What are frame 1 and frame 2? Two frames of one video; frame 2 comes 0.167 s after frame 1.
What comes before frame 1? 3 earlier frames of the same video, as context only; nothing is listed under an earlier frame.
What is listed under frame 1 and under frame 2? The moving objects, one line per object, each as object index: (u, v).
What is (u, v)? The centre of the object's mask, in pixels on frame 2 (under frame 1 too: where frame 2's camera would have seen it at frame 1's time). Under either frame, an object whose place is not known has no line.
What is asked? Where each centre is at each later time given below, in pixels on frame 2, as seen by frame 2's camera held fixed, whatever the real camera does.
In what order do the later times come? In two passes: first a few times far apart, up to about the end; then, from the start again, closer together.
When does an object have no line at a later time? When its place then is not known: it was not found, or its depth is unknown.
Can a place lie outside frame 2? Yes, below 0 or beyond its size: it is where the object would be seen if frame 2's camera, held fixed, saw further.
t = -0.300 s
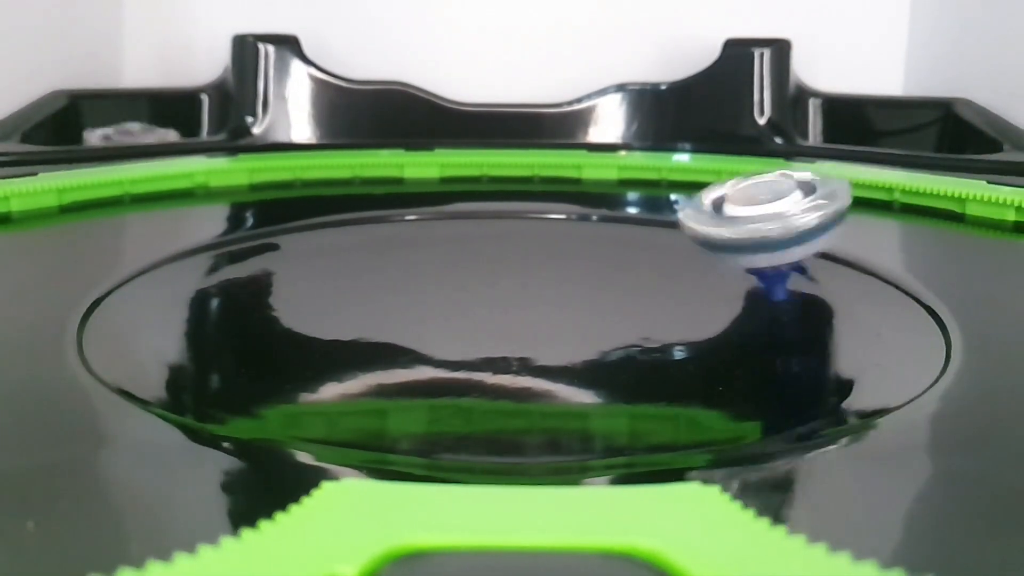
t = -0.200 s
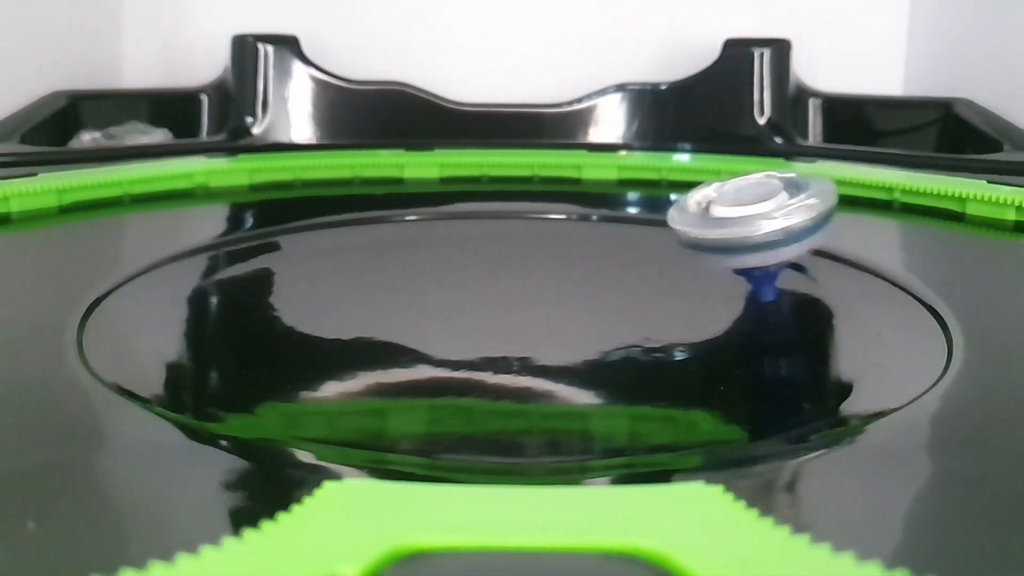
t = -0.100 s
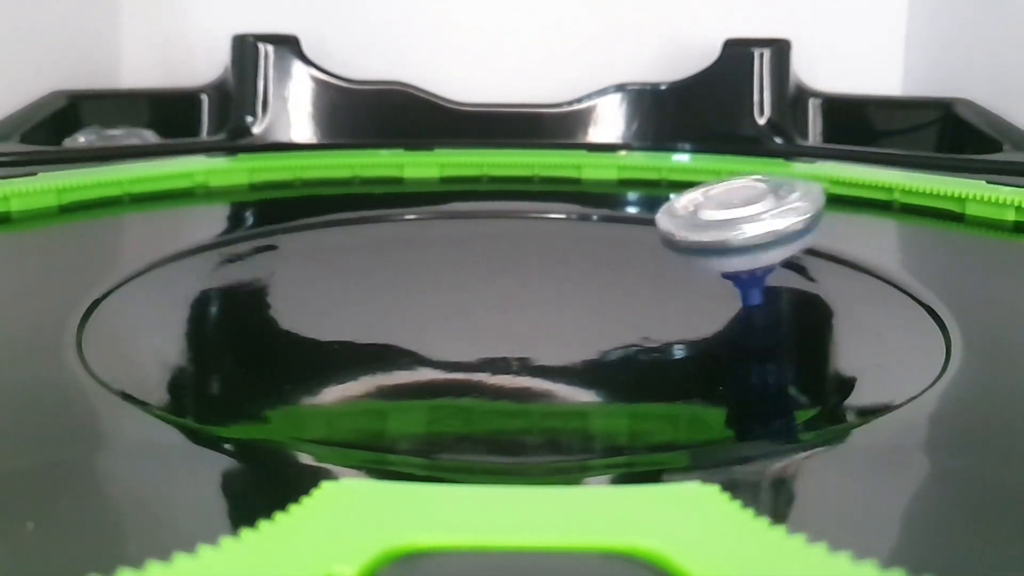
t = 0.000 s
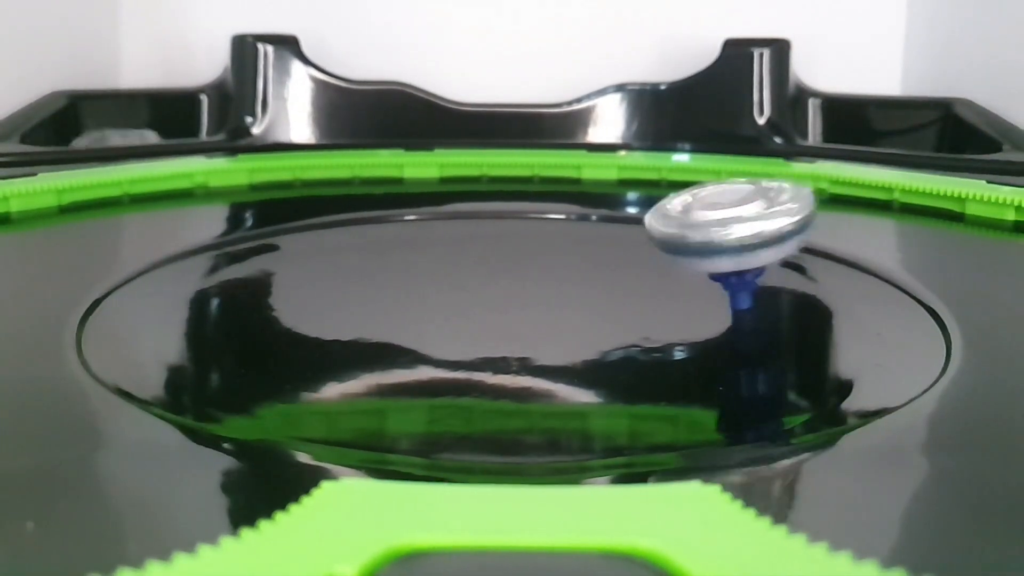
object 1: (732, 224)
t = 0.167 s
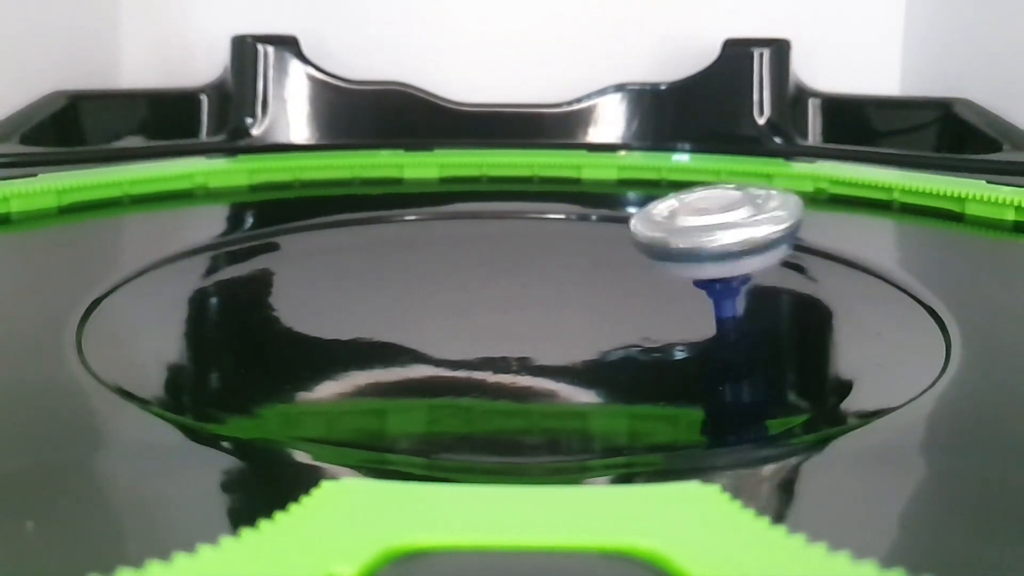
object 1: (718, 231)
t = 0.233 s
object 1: (715, 233)
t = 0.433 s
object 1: (708, 241)
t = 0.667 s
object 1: (706, 251)
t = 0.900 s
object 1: (709, 260)
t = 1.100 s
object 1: (718, 265)
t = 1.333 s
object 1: (737, 269)
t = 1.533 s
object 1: (756, 272)
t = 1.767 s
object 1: (782, 273)
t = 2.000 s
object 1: (806, 270)
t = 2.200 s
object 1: (824, 270)
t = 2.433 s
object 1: (832, 269)
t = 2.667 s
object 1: (836, 266)
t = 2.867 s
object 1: (830, 266)
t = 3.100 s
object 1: (811, 264)
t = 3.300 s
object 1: (790, 265)
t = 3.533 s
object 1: (755, 270)
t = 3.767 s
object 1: (717, 274)
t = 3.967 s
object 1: (683, 276)
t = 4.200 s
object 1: (643, 282)
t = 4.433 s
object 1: (593, 282)
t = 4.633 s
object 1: (551, 285)
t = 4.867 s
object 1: (509, 286)
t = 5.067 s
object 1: (473, 289)
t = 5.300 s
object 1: (438, 291)
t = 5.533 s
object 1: (408, 294)
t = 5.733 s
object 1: (384, 294)
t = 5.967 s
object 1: (368, 295)
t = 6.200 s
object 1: (356, 295)
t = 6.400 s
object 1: (356, 297)
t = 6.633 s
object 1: (365, 298)
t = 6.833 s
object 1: (375, 299)
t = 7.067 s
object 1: (387, 299)
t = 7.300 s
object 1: (403, 301)
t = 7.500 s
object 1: (414, 297)
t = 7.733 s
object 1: (429, 295)
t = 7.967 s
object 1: (430, 292)
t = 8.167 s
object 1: (436, 285)
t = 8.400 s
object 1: (432, 278)
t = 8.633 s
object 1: (422, 272)
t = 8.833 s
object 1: (407, 263)
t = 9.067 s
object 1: (384, 253)
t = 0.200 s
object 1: (717, 232)
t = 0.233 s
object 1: (715, 233)
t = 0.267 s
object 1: (714, 234)
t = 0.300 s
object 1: (713, 236)
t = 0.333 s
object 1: (711, 237)
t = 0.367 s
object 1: (710, 239)
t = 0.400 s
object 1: (709, 240)
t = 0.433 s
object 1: (708, 241)
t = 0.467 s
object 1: (708, 243)
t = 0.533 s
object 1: (706, 247)
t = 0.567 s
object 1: (707, 247)
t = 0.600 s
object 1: (705, 248)
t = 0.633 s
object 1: (706, 249)
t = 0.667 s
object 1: (706, 251)
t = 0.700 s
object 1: (705, 252)
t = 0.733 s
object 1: (704, 254)
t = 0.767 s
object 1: (705, 254)
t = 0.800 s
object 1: (705, 256)
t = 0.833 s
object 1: (706, 258)
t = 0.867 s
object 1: (708, 259)
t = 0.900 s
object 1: (709, 260)
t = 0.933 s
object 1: (710, 261)
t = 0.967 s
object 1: (712, 261)
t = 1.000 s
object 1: (712, 261)
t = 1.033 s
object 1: (715, 262)
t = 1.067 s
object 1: (716, 264)
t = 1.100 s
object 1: (718, 265)
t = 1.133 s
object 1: (721, 266)
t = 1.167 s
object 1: (723, 267)
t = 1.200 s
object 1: (726, 266)
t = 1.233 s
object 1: (728, 268)
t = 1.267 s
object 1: (730, 269)
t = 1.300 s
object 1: (734, 268)
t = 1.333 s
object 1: (737, 269)
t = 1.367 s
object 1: (740, 270)
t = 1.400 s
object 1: (743, 270)
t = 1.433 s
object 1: (745, 270)
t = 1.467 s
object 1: (749, 270)
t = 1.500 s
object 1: (753, 271)
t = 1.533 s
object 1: (756, 272)
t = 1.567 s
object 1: (760, 272)
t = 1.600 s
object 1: (763, 271)
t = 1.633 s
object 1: (767, 272)
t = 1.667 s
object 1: (770, 272)
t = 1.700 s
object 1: (775, 272)
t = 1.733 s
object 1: (778, 273)
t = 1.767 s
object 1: (782, 273)
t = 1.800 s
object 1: (785, 273)
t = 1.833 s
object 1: (789, 273)
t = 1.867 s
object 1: (793, 274)
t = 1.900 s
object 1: (796, 273)
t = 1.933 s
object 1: (799, 274)
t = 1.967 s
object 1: (803, 273)
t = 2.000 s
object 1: (806, 270)
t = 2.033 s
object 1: (810, 271)
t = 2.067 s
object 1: (812, 272)
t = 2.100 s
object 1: (815, 270)
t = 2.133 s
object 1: (818, 271)
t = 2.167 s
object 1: (821, 272)
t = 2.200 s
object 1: (824, 270)
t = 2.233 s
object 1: (824, 271)
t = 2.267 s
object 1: (827, 270)
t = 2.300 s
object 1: (827, 269)
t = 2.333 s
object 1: (828, 270)
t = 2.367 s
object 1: (831, 269)
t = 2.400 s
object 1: (830, 268)
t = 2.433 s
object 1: (832, 269)
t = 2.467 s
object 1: (834, 270)
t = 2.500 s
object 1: (835, 267)
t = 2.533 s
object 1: (835, 267)
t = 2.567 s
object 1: (835, 267)
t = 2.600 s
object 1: (836, 264)
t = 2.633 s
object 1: (836, 266)
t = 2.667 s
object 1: (836, 266)
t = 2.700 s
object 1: (836, 265)
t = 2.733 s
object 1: (833, 266)
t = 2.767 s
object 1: (834, 267)
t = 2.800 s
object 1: (833, 264)
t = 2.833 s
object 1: (831, 266)
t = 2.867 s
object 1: (830, 266)
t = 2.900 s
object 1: (829, 264)
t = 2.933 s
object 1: (827, 266)
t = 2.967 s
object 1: (825, 266)
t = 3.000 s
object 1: (821, 264)
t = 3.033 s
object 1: (818, 266)
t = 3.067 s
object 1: (815, 266)
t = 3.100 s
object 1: (811, 264)
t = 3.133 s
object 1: (808, 265)
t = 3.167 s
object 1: (805, 265)
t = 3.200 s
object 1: (801, 264)
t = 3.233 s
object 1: (797, 266)
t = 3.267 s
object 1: (793, 267)
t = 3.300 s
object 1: (790, 265)
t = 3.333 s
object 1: (785, 266)
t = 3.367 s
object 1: (782, 267)
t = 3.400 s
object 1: (778, 267)
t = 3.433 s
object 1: (770, 269)
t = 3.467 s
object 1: (766, 269)
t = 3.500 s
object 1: (760, 268)
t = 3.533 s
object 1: (755, 270)
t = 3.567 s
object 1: (752, 269)
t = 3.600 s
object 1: (745, 269)
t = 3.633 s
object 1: (739, 271)
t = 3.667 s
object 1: (734, 272)
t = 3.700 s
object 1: (730, 271)
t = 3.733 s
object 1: (723, 273)
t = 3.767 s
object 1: (717, 274)
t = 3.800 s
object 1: (712, 273)
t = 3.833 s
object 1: (706, 273)
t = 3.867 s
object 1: (702, 273)
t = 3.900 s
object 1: (696, 274)
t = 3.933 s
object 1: (689, 275)
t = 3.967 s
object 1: (683, 276)
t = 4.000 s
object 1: (677, 276)
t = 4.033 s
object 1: (670, 276)
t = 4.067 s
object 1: (665, 278)
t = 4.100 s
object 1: (660, 278)
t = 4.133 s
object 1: (654, 279)
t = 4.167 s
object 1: (649, 281)
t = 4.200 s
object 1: (643, 282)
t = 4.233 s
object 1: (632, 279)
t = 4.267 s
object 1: (626, 280)
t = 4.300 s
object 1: (618, 281)
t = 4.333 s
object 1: (613, 280)
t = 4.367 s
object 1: (604, 281)
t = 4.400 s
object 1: (598, 283)
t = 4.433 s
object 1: (593, 282)
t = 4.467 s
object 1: (585, 283)
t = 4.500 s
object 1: (579, 284)
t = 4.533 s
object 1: (572, 284)
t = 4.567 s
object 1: (566, 284)
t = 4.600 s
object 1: (559, 285)
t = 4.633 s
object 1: (551, 285)
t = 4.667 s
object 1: (544, 285)
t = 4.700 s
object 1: (539, 286)
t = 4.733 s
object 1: (535, 285)
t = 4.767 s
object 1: (527, 286)
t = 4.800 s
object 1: (520, 286)
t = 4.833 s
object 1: (514, 287)
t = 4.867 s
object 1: (509, 286)
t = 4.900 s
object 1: (503, 288)
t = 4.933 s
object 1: (497, 289)
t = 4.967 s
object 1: (491, 288)
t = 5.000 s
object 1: (485, 289)
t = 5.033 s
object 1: (480, 289)
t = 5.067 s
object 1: (473, 289)
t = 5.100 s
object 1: (467, 290)
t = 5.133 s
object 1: (463, 290)
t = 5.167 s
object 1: (457, 289)
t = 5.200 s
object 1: (452, 291)
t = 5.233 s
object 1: (447, 291)
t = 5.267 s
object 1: (443, 289)
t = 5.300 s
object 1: (438, 291)
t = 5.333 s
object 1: (433, 292)
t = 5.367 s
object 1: (428, 290)
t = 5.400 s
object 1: (425, 291)
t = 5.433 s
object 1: (423, 292)
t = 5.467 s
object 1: (418, 292)
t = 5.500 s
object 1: (411, 292)
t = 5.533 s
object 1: (408, 294)
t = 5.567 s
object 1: (404, 292)
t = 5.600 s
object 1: (399, 292)
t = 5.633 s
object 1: (395, 294)
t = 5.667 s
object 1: (390, 294)
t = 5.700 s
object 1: (386, 292)
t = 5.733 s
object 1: (384, 294)
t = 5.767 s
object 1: (381, 294)
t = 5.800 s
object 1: (378, 293)
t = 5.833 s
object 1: (375, 295)
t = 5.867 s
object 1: (373, 295)
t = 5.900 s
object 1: (370, 292)
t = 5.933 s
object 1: (368, 295)
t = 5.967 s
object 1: (368, 295)
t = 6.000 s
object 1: (366, 294)
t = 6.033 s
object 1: (362, 297)
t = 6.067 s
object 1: (361, 297)
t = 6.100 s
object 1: (360, 294)
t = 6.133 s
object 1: (359, 296)
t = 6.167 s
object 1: (357, 297)
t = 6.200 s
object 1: (356, 295)
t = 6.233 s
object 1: (356, 297)
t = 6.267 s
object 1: (355, 298)
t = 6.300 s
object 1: (356, 296)
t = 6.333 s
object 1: (355, 298)
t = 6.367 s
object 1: (356, 299)
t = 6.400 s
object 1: (356, 297)
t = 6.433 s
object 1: (355, 298)
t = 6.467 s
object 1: (356, 300)
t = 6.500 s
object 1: (358, 298)
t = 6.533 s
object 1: (359, 297)
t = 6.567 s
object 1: (359, 299)
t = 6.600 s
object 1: (363, 299)
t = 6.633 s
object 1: (365, 298)
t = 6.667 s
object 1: (367, 301)
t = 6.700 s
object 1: (370, 302)
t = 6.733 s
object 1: (371, 299)
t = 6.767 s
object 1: (372, 302)
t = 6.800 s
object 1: (374, 302)
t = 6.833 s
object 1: (375, 299)
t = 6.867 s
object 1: (376, 299)
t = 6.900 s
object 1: (379, 302)
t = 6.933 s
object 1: (379, 300)
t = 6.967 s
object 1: (381, 299)
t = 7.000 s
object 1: (383, 302)
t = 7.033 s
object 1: (386, 300)
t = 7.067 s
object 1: (387, 299)
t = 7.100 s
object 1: (389, 301)
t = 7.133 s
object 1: (393, 300)
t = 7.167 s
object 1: (394, 298)
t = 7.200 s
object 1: (398, 301)
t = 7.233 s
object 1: (400, 301)
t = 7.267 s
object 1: (402, 300)
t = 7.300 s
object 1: (403, 301)
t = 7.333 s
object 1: (405, 301)
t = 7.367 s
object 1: (405, 300)
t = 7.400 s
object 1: (408, 298)
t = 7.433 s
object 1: (410, 300)
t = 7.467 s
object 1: (412, 299)
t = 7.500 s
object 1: (414, 297)
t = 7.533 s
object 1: (417, 298)
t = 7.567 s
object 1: (420, 298)
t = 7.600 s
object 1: (421, 297)
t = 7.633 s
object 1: (424, 298)
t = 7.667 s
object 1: (425, 297)
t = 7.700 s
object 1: (427, 294)
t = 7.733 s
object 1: (429, 295)
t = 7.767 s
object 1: (431, 295)
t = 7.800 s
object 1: (433, 294)
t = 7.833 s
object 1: (431, 292)
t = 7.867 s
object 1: (431, 293)
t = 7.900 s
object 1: (432, 292)
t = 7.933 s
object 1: (431, 291)
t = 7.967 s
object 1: (430, 292)
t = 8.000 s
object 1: (431, 290)
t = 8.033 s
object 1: (433, 287)
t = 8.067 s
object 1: (431, 288)
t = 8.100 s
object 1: (434, 288)
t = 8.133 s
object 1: (435, 287)
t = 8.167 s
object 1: (436, 285)
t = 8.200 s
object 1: (434, 285)
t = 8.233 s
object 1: (434, 283)
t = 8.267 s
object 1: (435, 282)
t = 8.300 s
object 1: (435, 282)
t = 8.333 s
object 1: (434, 281)
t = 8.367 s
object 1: (433, 278)
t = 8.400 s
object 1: (432, 278)
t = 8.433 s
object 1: (431, 277)
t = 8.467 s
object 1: (429, 275)
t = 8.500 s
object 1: (428, 275)
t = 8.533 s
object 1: (428, 274)
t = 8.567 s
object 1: (424, 273)
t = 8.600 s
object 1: (422, 271)
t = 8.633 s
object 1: (422, 272)
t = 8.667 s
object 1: (420, 271)
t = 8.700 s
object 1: (417, 269)
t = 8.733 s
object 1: (415, 268)
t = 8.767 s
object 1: (413, 267)
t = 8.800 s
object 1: (410, 265)
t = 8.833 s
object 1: (407, 263)
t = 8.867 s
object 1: (403, 261)
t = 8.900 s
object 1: (401, 260)
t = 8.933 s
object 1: (397, 259)
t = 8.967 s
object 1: (393, 257)
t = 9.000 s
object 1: (391, 256)
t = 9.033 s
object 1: (389, 255)
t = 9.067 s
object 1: (384, 253)
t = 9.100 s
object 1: (381, 252)
